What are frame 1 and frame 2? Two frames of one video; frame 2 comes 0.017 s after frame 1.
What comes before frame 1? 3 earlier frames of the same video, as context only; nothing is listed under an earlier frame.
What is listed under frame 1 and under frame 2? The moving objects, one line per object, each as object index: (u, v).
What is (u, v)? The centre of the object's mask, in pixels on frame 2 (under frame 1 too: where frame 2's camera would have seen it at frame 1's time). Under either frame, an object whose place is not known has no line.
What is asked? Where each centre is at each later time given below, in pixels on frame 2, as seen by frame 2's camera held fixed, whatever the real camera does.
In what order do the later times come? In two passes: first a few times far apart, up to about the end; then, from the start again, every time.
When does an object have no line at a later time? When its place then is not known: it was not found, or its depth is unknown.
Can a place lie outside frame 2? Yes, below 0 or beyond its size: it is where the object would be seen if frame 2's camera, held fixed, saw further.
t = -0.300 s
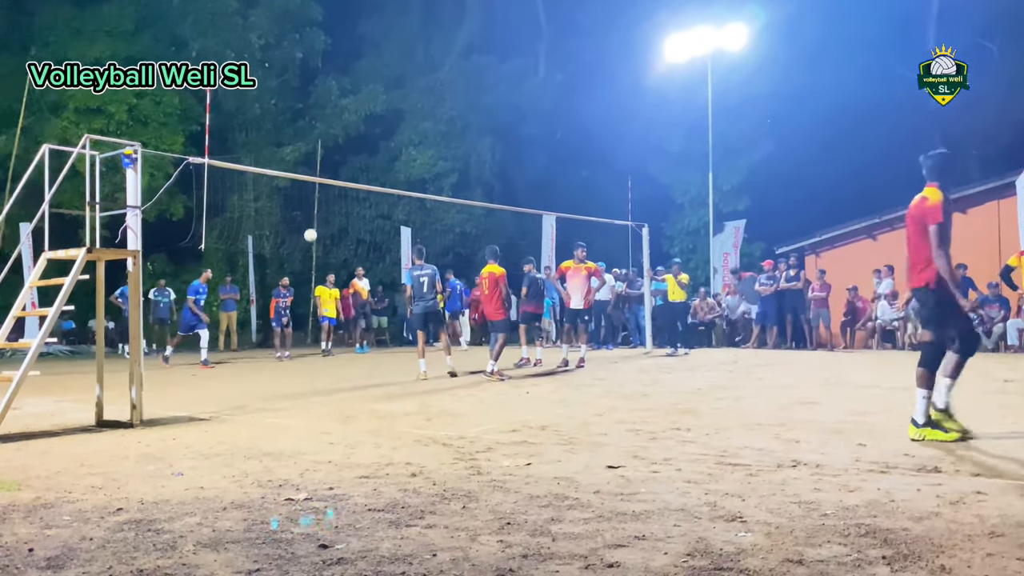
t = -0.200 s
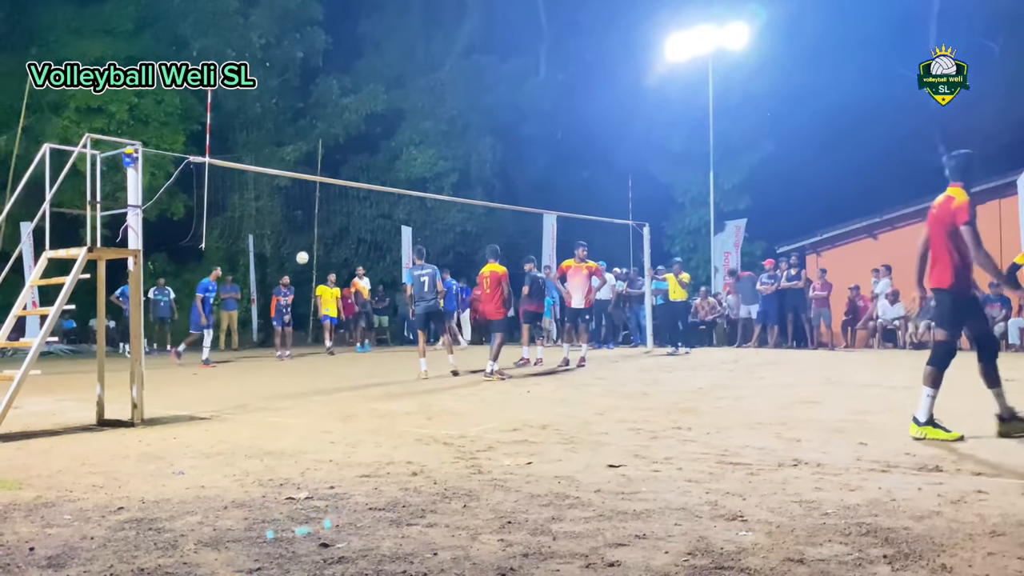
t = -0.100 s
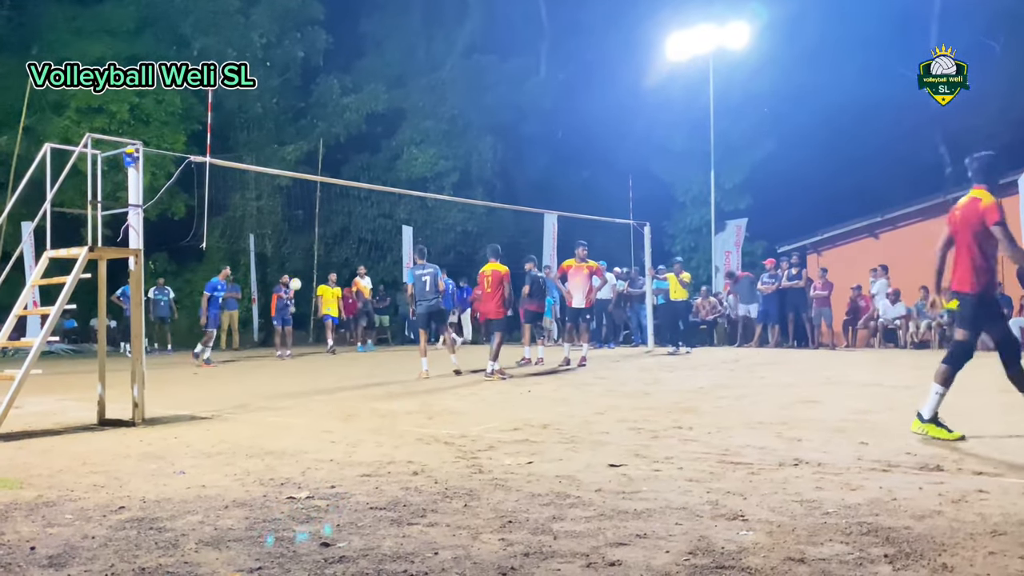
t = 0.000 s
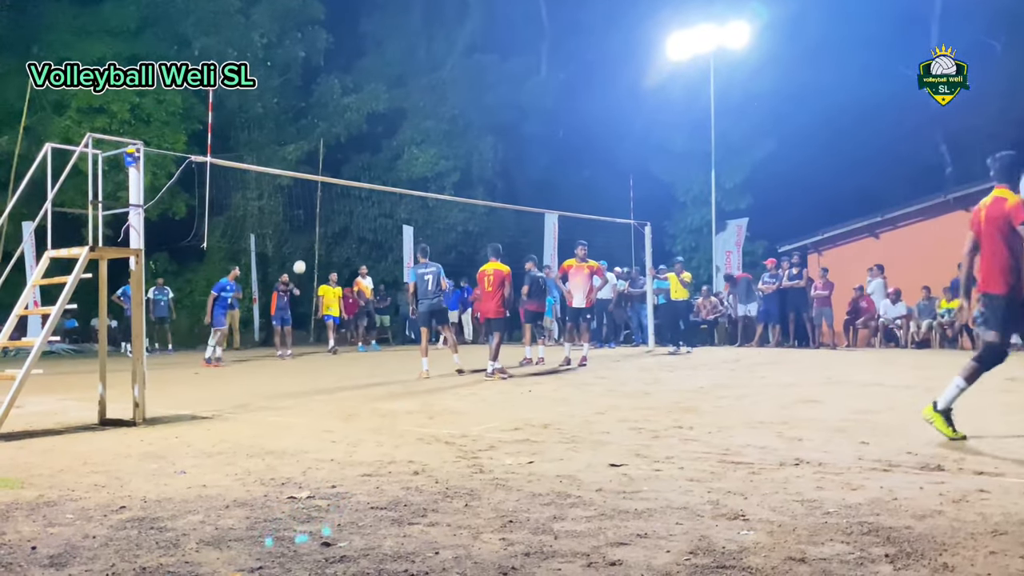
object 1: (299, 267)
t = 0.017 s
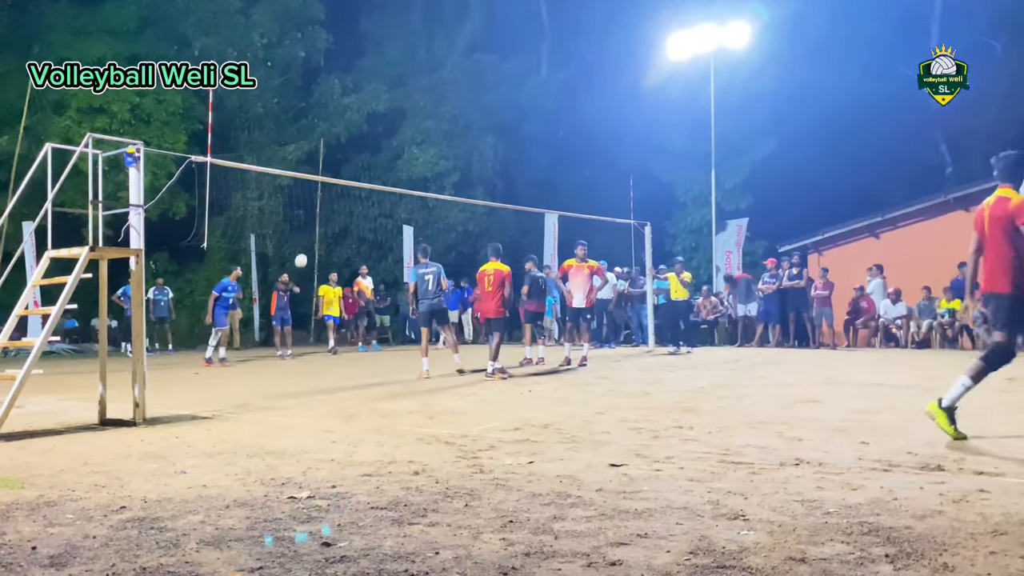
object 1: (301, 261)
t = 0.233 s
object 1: (322, 186)
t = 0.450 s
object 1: (347, 133)
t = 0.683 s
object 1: (376, 102)
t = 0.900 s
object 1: (407, 102)
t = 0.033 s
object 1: (302, 254)
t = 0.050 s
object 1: (304, 248)
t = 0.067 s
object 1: (305, 241)
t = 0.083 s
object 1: (307, 236)
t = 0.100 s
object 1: (309, 229)
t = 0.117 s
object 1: (311, 224)
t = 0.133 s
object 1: (312, 218)
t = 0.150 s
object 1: (314, 212)
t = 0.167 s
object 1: (315, 207)
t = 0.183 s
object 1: (317, 201)
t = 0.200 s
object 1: (319, 196)
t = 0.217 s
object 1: (321, 191)
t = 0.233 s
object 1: (322, 186)
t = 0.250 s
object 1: (325, 180)
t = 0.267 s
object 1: (327, 174)
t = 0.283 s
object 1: (328, 171)
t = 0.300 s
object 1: (330, 167)
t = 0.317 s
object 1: (332, 163)
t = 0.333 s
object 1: (334, 159)
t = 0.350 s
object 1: (336, 154)
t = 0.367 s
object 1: (338, 150)
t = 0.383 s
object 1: (339, 147)
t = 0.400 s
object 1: (341, 143)
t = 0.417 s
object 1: (343, 139)
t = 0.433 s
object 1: (345, 136)
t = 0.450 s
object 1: (347, 133)
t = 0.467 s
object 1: (349, 129)
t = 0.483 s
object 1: (351, 126)
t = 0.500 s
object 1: (353, 123)
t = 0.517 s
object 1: (355, 121)
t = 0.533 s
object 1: (357, 118)
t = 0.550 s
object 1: (359, 116)
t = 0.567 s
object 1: (361, 113)
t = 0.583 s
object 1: (364, 111)
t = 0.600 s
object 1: (366, 109)
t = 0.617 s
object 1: (368, 107)
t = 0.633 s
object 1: (370, 106)
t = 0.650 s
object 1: (372, 104)
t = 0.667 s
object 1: (374, 103)
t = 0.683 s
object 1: (376, 102)
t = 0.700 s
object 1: (379, 101)
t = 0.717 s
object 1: (381, 100)
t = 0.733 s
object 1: (383, 99)
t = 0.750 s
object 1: (385, 99)
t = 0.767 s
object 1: (387, 98)
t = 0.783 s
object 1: (390, 98)
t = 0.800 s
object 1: (392, 98)
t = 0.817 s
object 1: (395, 98)
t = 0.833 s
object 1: (397, 99)
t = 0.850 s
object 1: (399, 99)
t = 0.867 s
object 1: (402, 100)
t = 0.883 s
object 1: (404, 101)
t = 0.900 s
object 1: (407, 102)
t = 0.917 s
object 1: (409, 103)
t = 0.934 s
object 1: (411, 105)
